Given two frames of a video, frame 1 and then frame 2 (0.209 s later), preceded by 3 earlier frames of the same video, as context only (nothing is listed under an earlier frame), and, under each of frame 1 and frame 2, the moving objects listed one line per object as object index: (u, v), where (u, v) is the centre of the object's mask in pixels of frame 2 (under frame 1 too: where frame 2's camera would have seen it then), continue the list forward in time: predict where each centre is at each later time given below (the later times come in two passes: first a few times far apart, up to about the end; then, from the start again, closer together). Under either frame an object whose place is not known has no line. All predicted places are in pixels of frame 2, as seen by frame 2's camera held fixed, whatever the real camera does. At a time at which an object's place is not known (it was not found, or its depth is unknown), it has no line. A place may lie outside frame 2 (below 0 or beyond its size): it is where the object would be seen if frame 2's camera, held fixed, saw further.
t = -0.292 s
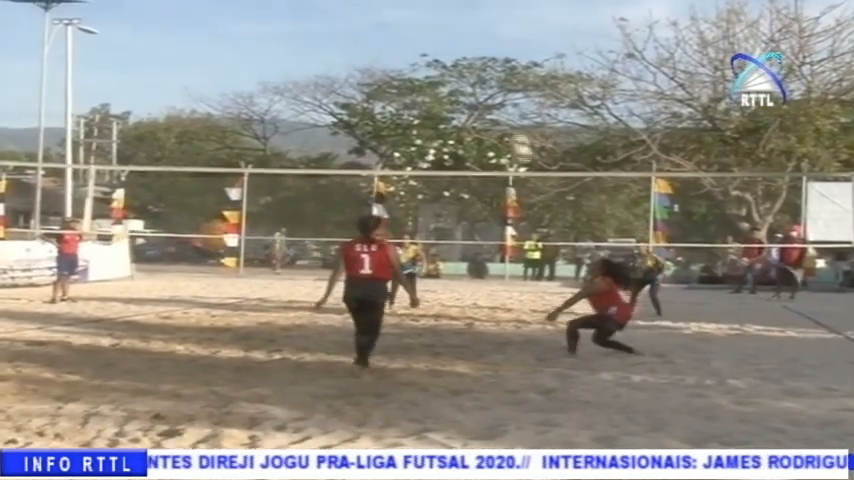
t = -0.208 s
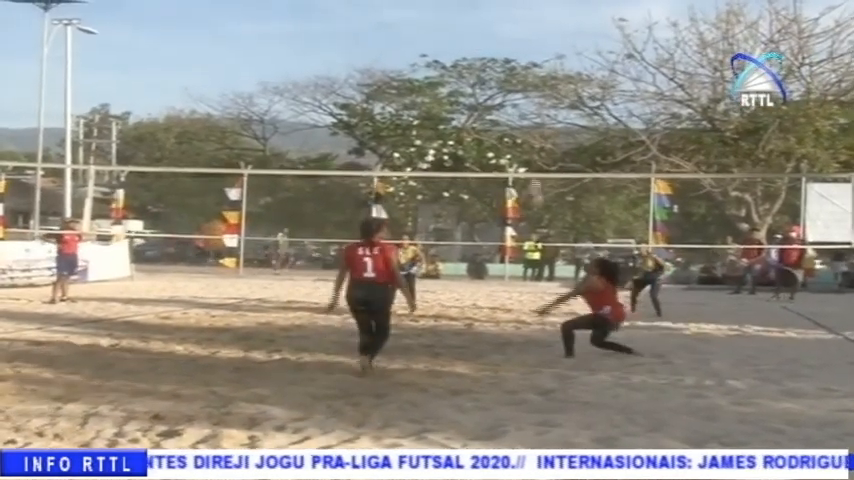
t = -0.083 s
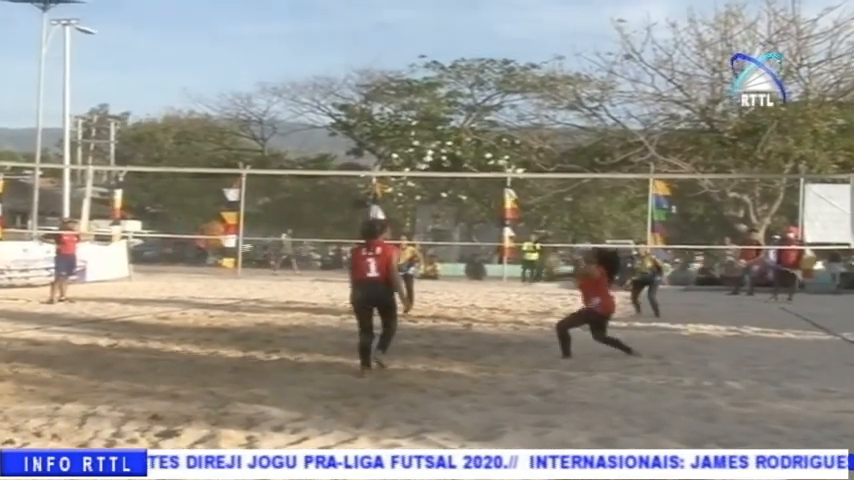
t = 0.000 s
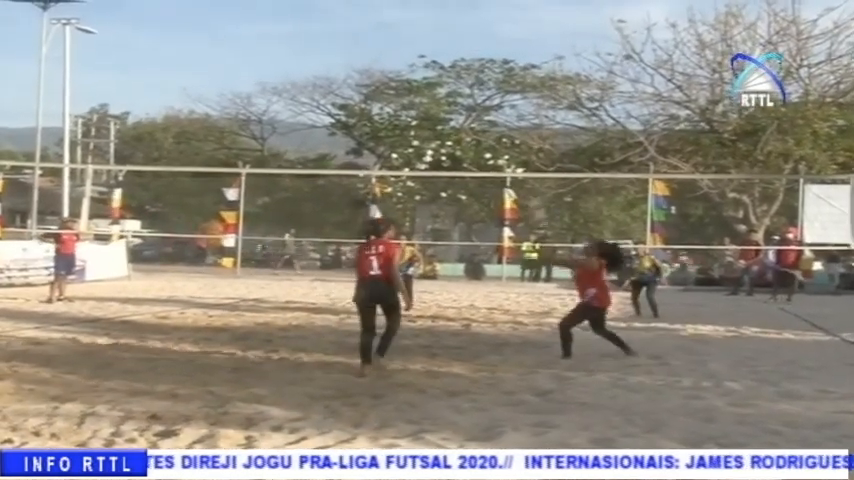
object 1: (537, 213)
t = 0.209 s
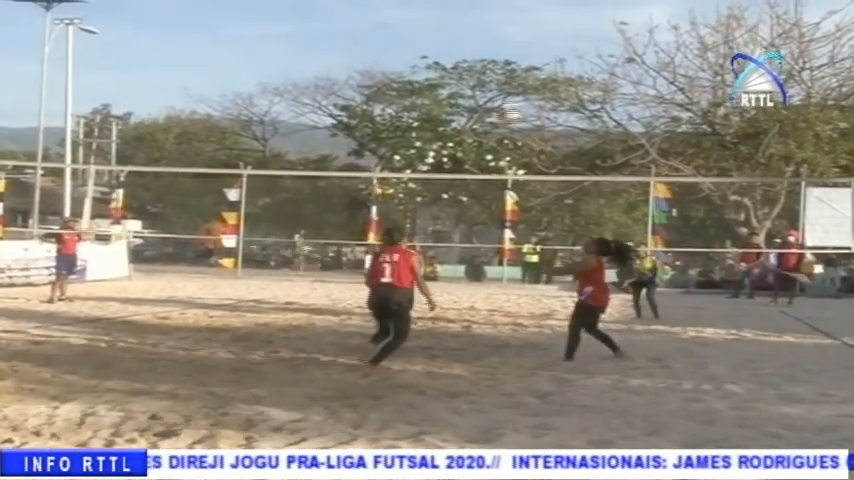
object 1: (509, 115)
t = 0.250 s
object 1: (504, 98)
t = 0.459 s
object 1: (476, 44)
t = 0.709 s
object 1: (447, 25)
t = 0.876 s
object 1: (430, 41)
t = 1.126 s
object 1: (410, 96)
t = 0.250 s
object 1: (504, 98)
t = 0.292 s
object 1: (500, 86)
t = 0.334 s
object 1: (497, 74)
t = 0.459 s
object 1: (476, 44)
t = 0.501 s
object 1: (472, 37)
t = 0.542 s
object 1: (467, 32)
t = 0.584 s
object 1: (462, 29)
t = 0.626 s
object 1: (457, 26)
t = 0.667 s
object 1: (452, 25)
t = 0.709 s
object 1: (447, 25)
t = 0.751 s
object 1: (442, 27)
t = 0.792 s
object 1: (439, 30)
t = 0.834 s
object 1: (434, 35)
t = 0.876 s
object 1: (430, 41)
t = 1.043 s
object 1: (415, 73)
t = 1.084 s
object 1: (414, 84)
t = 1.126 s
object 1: (410, 96)
